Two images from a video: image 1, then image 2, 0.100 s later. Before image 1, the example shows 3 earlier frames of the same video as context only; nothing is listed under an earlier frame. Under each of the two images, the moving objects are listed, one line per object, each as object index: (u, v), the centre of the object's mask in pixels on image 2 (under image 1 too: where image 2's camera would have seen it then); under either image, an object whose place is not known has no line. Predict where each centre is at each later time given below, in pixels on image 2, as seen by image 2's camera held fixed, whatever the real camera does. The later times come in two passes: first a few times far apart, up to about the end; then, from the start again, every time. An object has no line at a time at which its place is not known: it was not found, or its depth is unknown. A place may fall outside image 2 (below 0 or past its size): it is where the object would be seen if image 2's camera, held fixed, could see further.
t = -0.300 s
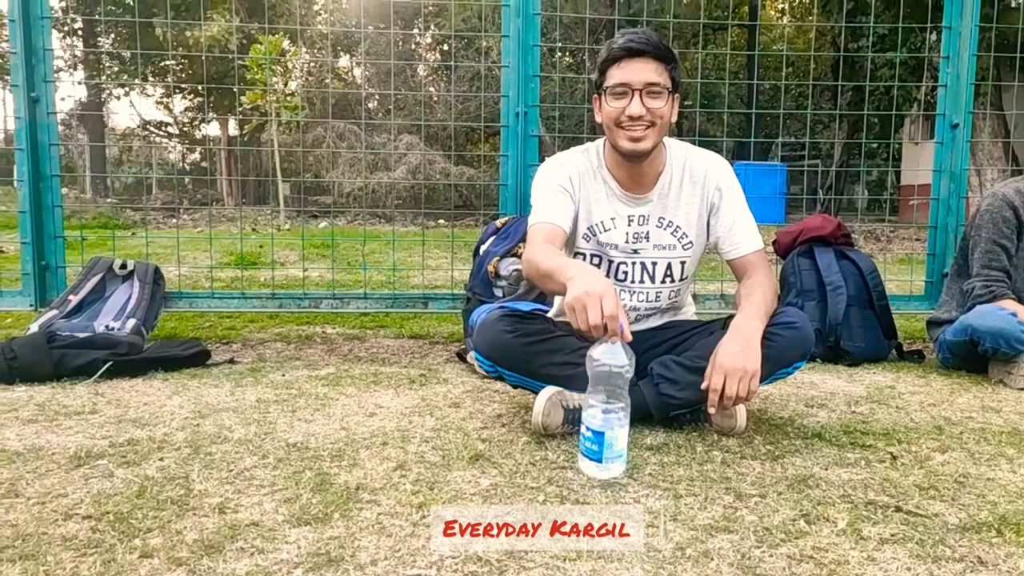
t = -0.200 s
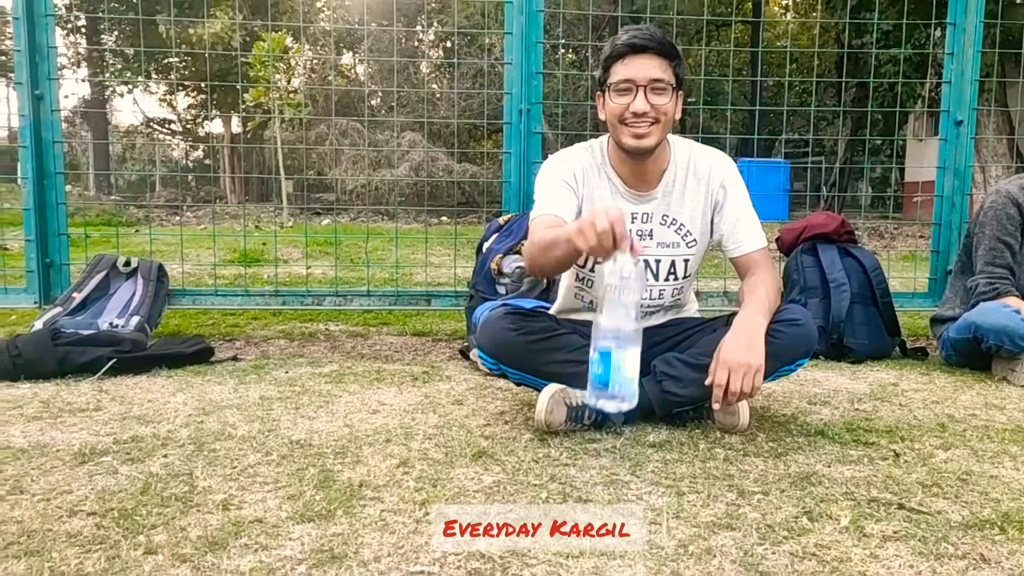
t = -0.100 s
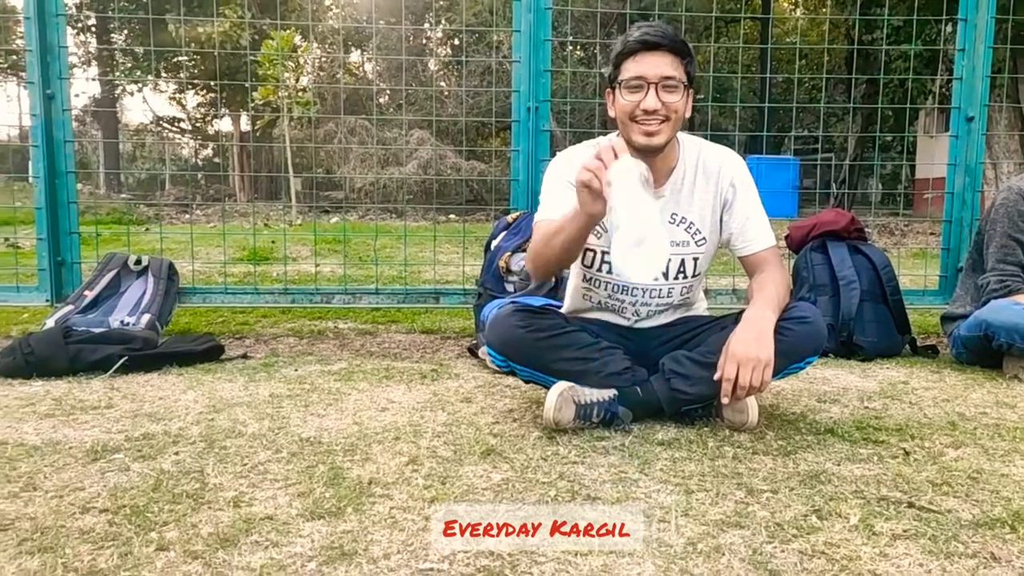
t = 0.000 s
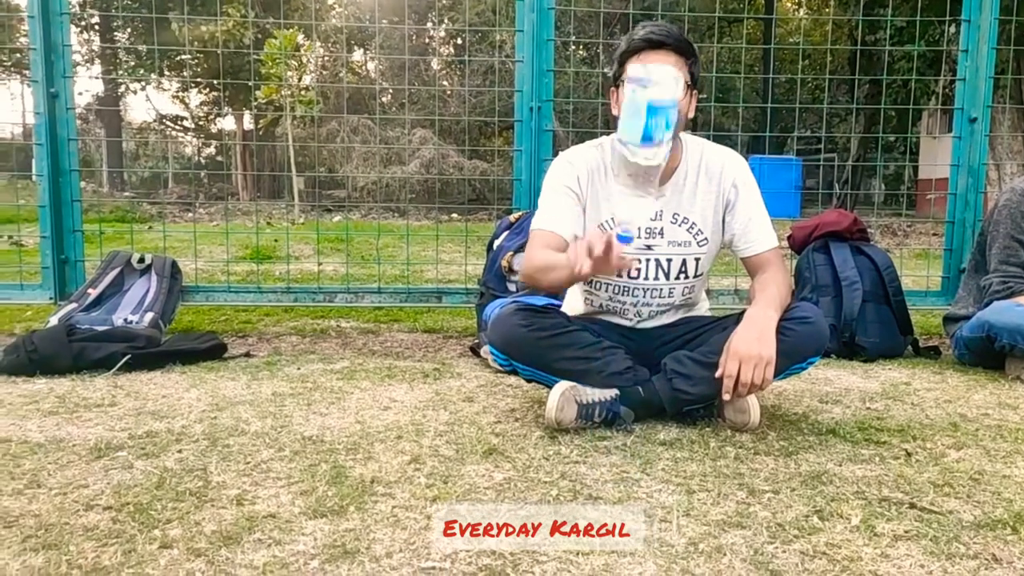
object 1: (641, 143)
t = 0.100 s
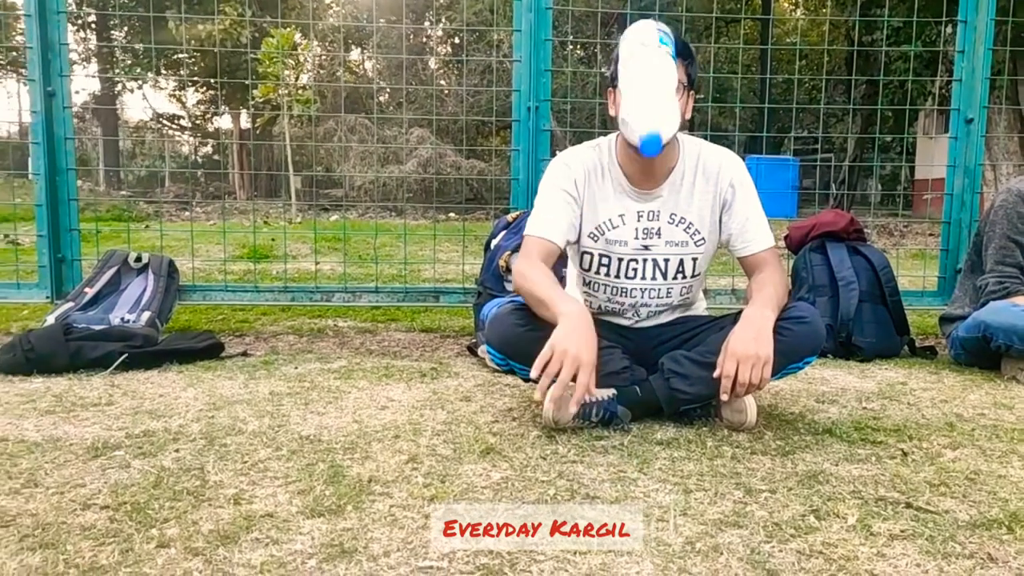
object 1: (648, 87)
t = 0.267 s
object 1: (651, 154)
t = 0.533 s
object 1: (651, 502)
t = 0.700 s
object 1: (656, 504)
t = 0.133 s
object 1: (650, 80)
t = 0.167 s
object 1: (652, 87)
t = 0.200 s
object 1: (653, 102)
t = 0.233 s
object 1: (653, 124)
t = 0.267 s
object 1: (651, 154)
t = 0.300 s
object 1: (650, 192)
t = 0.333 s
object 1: (647, 236)
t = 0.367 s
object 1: (646, 292)
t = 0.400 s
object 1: (645, 348)
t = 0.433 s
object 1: (644, 408)
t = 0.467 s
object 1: (646, 467)
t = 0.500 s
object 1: (651, 506)
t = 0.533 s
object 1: (651, 502)
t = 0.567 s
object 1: (653, 500)
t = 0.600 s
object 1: (655, 501)
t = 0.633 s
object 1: (657, 504)
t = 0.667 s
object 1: (657, 505)
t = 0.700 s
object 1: (656, 504)
